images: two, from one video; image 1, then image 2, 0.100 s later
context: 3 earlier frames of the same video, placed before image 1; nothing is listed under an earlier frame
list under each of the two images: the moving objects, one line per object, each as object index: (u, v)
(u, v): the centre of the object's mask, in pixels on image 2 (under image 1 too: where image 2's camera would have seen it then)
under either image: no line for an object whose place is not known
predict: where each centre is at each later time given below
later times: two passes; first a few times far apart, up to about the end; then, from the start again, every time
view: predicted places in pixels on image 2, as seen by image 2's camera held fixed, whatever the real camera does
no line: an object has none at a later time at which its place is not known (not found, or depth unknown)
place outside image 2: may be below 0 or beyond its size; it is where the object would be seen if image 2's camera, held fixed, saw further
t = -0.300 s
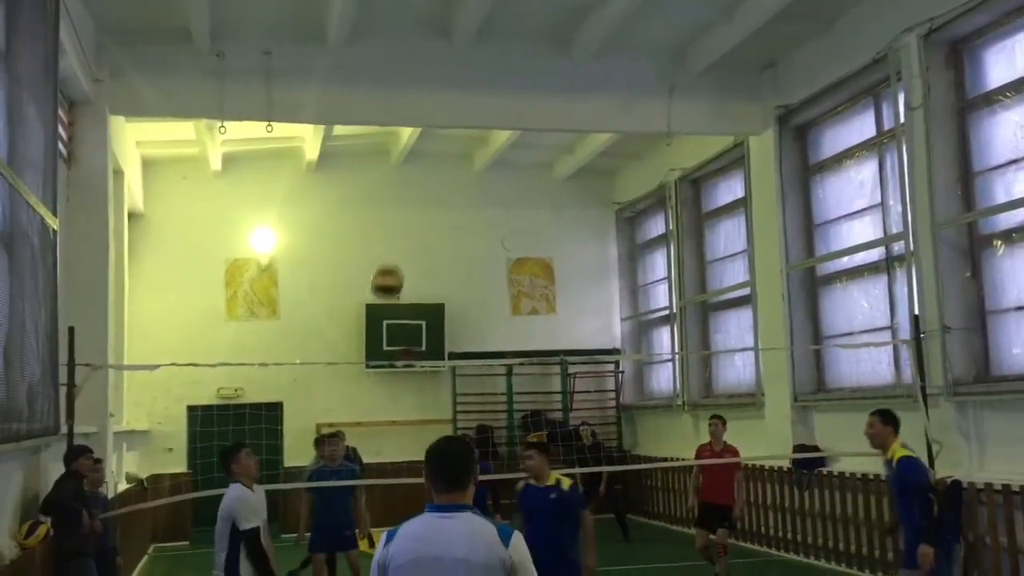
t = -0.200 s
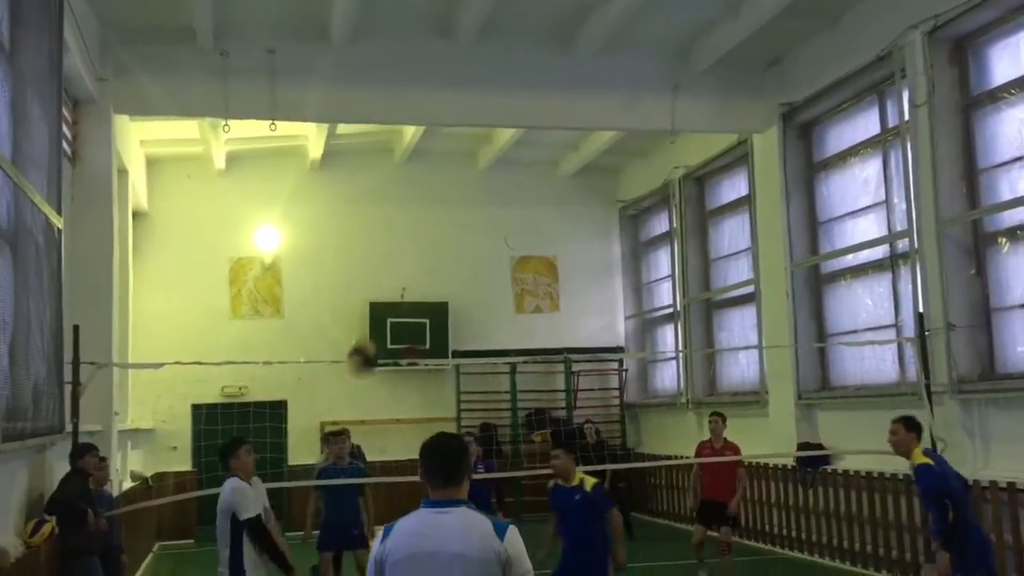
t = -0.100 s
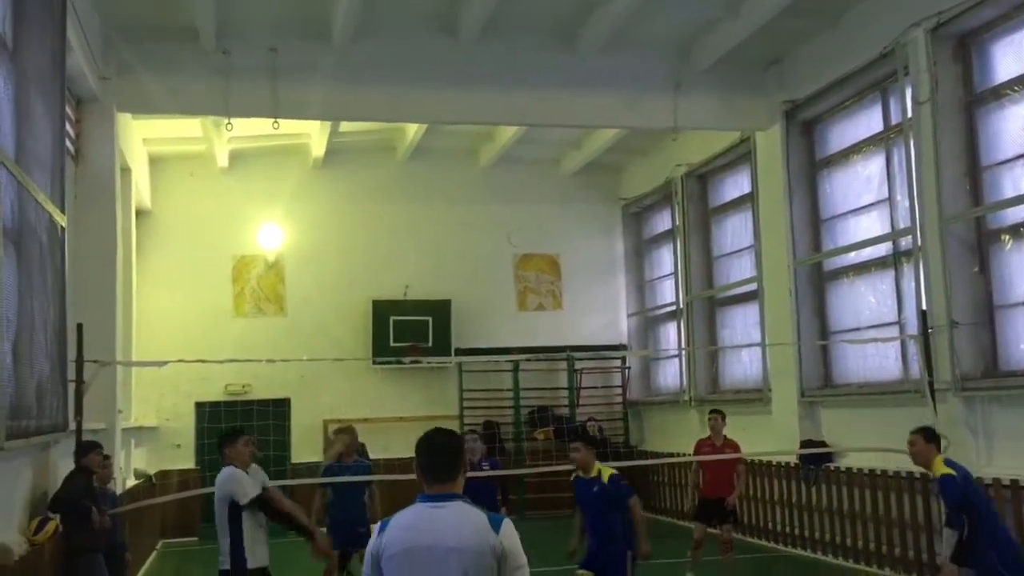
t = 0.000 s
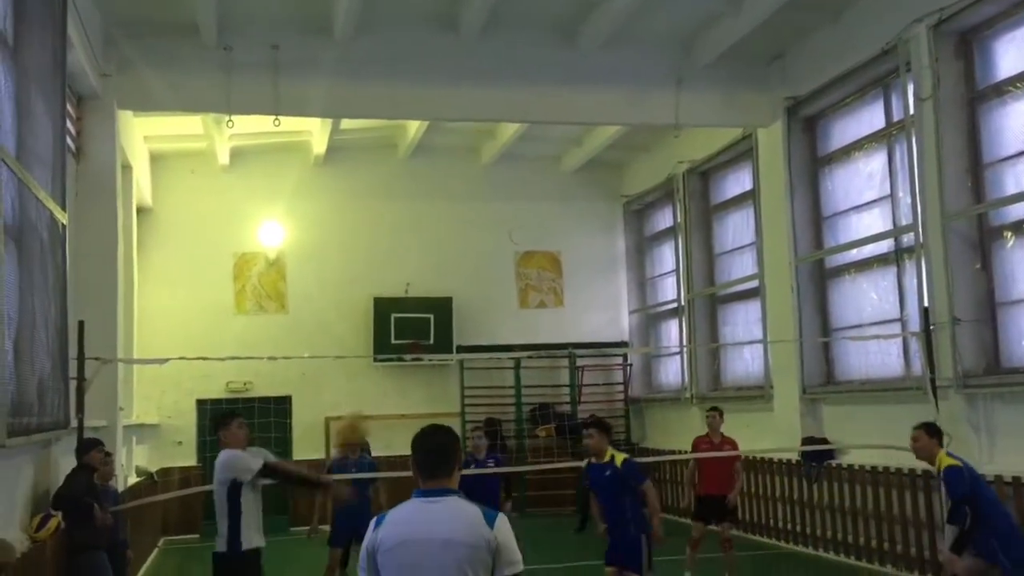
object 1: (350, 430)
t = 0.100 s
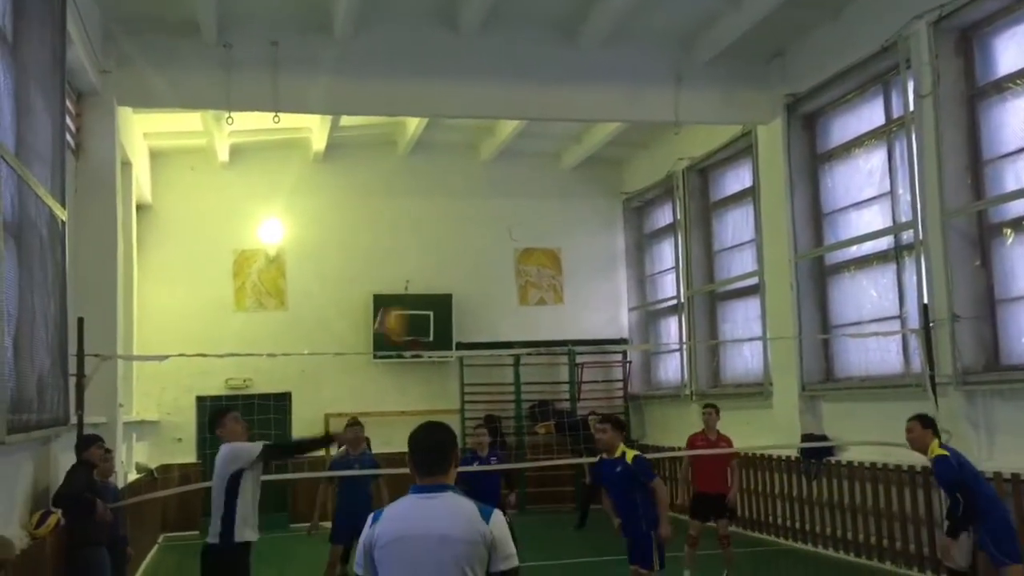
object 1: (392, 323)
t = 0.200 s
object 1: (434, 241)
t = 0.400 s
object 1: (523, 106)
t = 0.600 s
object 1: (618, 34)
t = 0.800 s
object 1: (723, 25)
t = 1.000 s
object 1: (839, 92)
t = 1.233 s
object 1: (994, 277)
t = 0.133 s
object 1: (406, 295)
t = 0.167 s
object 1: (421, 268)
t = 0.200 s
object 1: (434, 241)
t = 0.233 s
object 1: (448, 215)
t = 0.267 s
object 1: (463, 190)
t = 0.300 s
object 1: (476, 168)
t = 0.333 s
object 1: (491, 147)
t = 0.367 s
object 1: (507, 125)
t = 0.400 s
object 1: (523, 106)
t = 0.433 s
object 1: (538, 90)
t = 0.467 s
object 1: (554, 76)
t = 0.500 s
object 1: (570, 63)
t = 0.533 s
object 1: (584, 52)
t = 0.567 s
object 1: (601, 42)
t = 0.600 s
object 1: (618, 34)
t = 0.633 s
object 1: (634, 29)
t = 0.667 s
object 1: (651, 24)
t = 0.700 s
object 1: (669, 21)
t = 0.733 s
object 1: (687, 21)
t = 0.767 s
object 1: (705, 22)
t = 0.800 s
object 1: (723, 25)
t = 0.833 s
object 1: (741, 30)
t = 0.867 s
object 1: (762, 39)
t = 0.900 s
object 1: (782, 49)
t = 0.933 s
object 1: (798, 60)
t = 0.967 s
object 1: (821, 76)
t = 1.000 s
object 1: (839, 92)
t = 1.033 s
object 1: (859, 109)
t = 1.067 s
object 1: (883, 132)
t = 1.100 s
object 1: (902, 156)
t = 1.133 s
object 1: (927, 185)
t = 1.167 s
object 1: (947, 211)
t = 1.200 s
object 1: (972, 242)
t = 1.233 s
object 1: (994, 277)
